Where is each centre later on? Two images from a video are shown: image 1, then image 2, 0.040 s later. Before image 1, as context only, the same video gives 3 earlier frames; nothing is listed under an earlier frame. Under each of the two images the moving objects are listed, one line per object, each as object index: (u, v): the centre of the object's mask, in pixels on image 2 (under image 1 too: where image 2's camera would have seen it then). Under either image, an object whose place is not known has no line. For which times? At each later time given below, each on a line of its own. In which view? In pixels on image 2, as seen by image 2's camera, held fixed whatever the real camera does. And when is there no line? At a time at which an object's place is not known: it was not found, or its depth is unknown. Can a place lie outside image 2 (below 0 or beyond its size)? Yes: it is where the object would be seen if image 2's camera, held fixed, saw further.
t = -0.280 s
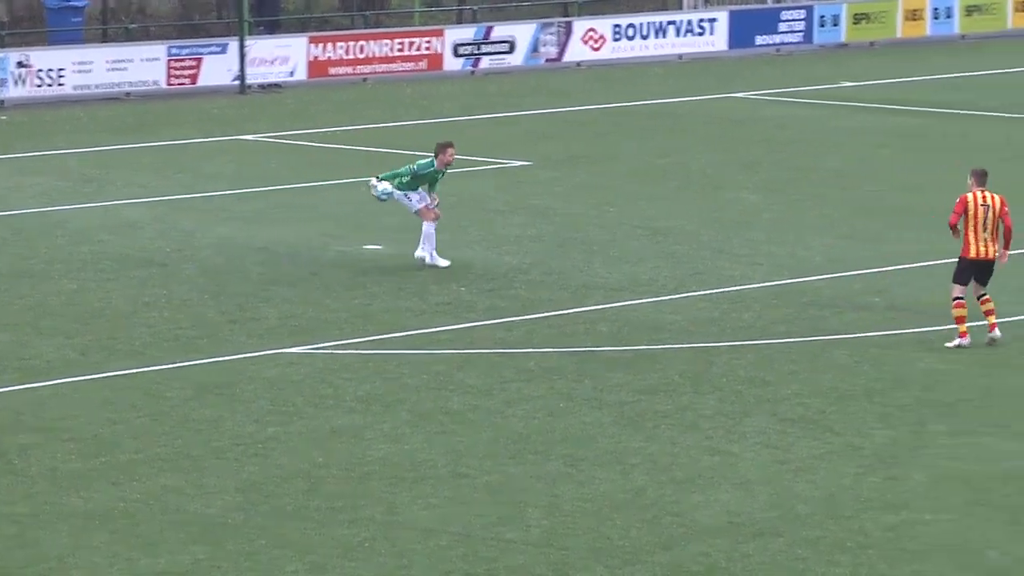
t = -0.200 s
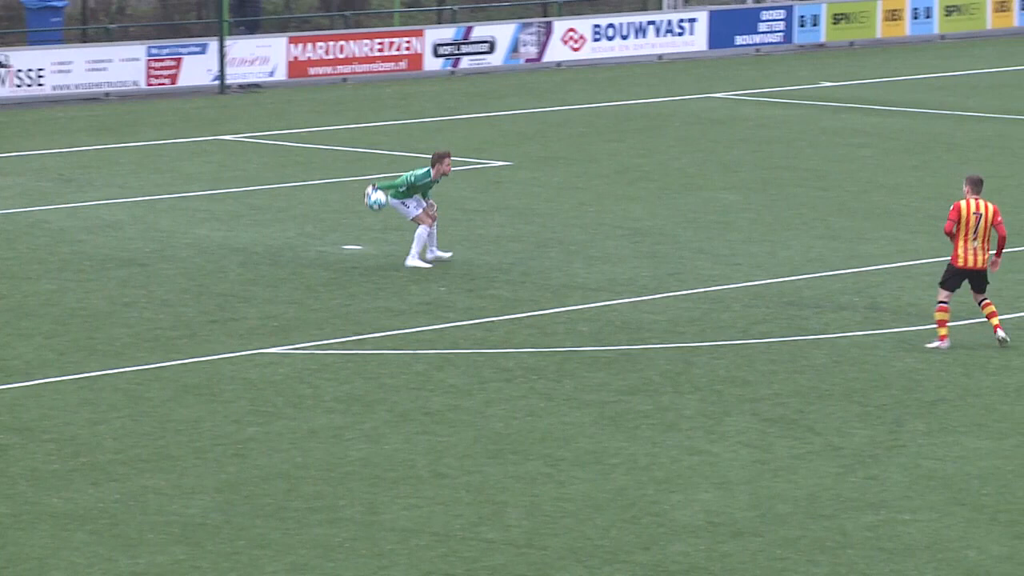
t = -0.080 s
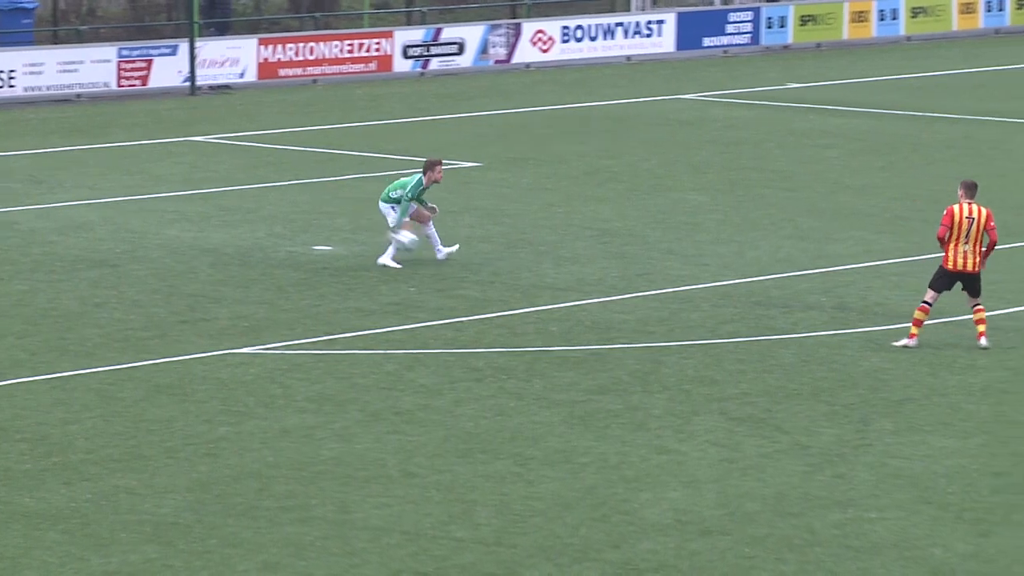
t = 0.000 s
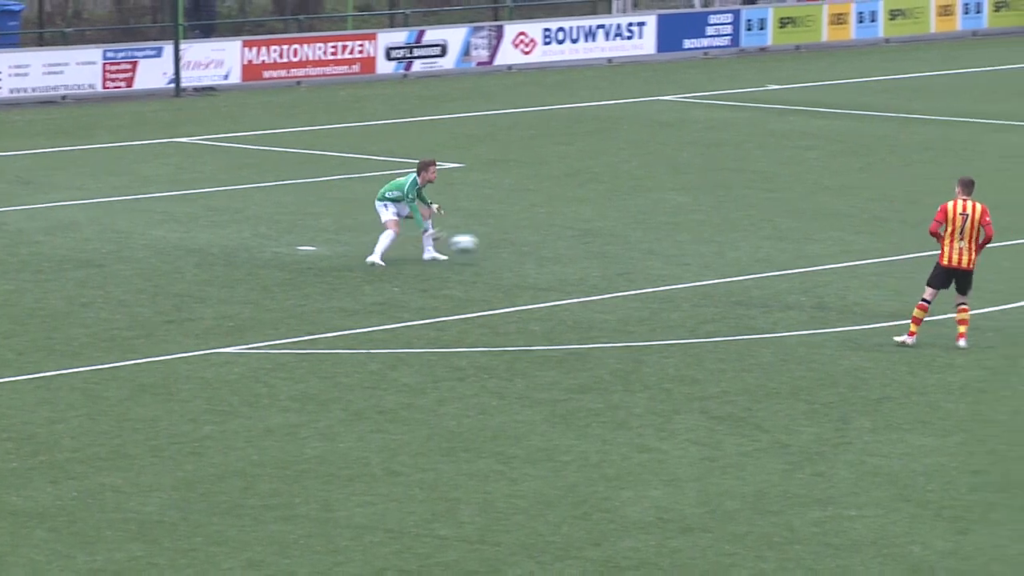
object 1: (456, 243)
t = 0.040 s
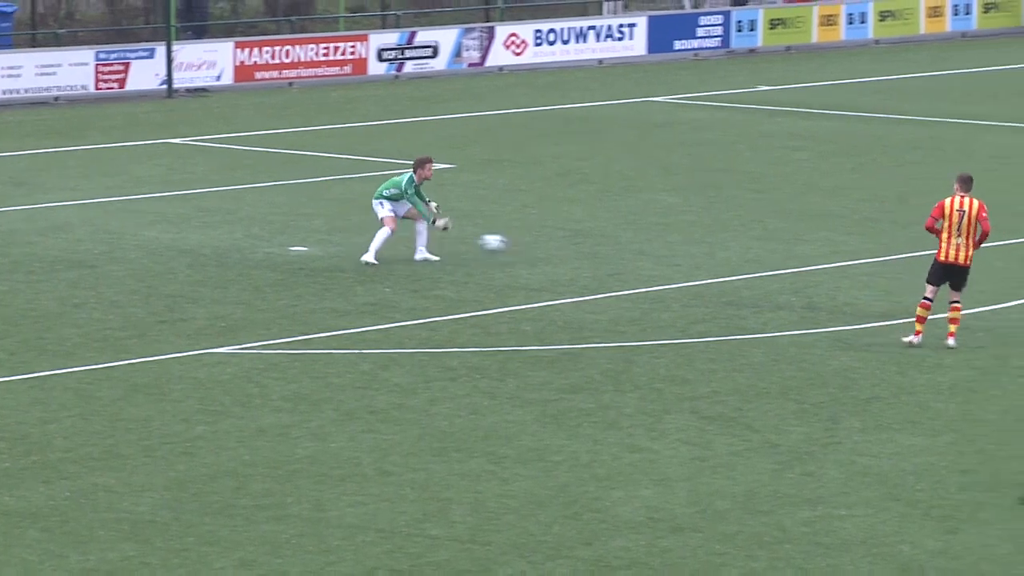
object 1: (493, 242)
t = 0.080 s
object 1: (529, 242)
